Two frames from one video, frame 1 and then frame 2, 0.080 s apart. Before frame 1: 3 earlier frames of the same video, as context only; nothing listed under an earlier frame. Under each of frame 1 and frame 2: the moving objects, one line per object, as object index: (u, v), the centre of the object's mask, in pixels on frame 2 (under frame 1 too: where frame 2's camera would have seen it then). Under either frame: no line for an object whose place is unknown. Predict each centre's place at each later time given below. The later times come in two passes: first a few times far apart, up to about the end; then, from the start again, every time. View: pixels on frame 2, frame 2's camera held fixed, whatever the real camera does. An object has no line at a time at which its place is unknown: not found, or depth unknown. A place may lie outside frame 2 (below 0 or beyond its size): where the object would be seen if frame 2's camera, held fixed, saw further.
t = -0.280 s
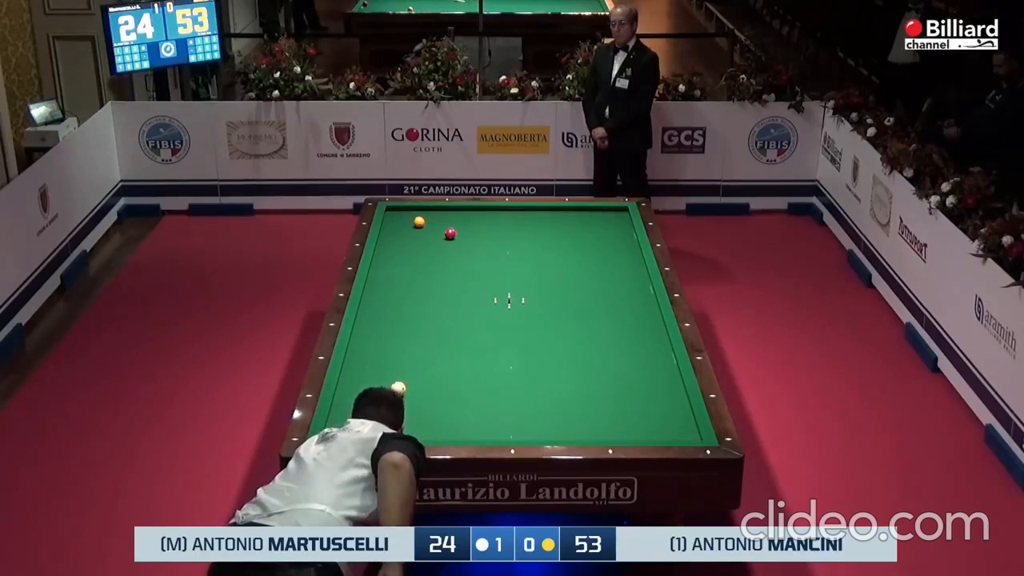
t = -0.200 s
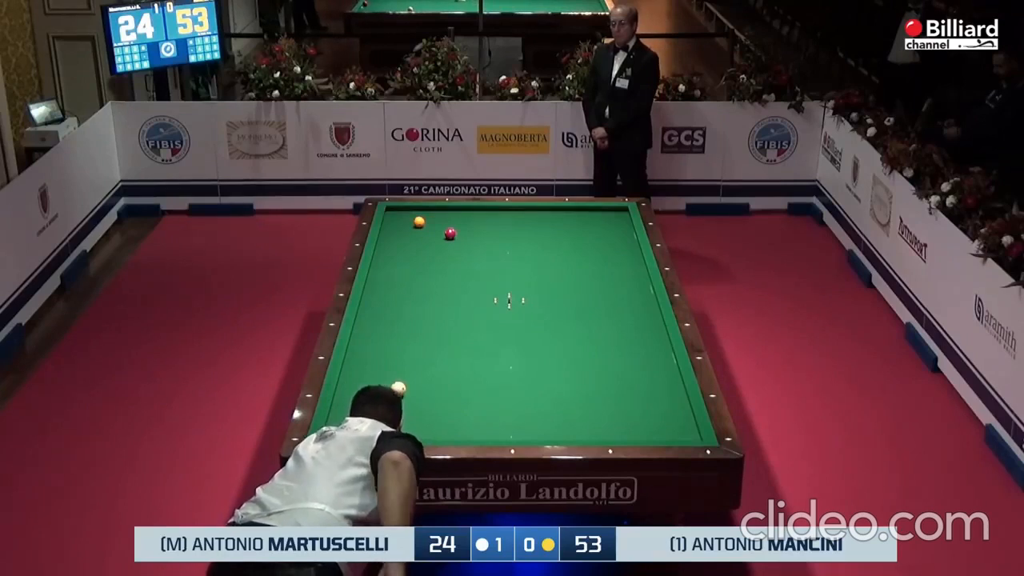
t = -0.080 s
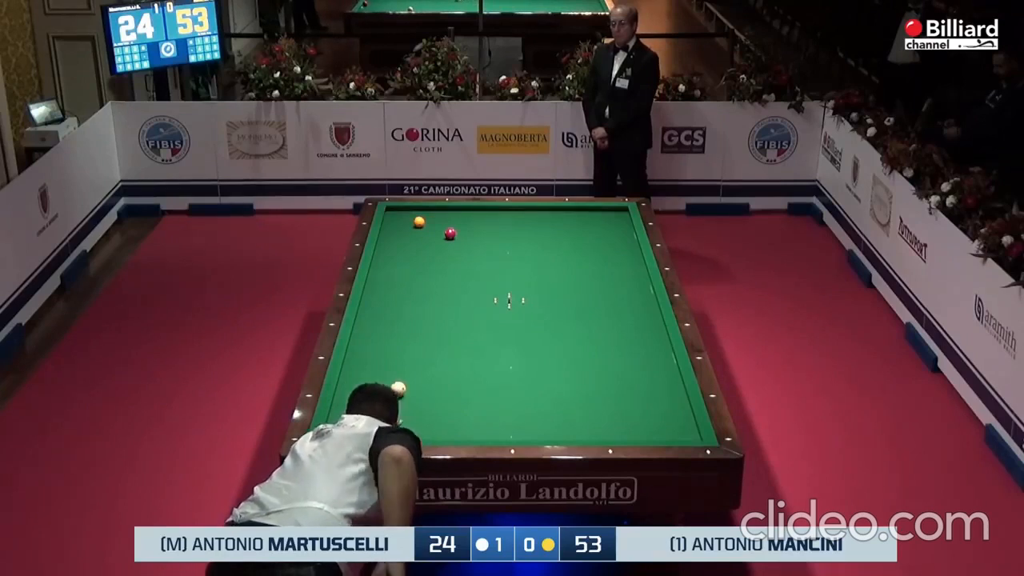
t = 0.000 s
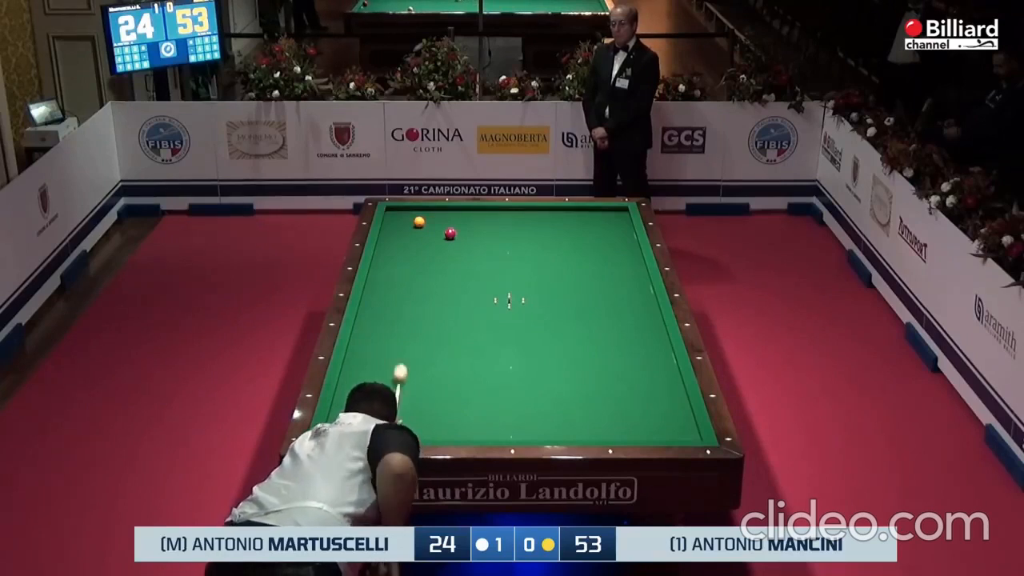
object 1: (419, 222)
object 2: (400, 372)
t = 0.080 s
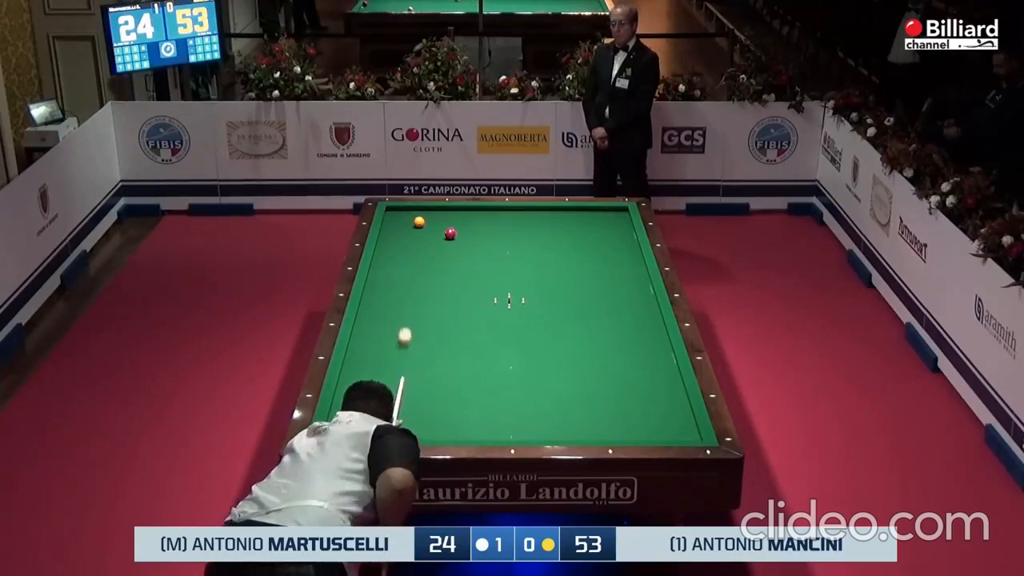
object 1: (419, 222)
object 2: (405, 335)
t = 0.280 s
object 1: (419, 222)
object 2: (413, 263)
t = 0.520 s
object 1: (425, 210)
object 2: (414, 224)
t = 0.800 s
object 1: (436, 259)
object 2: (402, 221)
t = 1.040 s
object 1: (447, 302)
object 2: (393, 218)
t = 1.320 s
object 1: (462, 357)
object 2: (392, 216)
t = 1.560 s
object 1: (477, 415)
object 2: (396, 214)
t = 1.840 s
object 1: (489, 401)
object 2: (401, 213)
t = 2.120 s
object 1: (496, 360)
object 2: (405, 211)
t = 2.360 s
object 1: (501, 332)
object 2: (408, 210)
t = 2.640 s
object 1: (506, 303)
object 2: (412, 209)
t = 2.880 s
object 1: (510, 281)
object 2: (414, 208)
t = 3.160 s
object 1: (514, 258)
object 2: (415, 208)
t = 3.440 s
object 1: (517, 238)
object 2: (416, 208)
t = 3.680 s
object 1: (519, 222)
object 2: (416, 209)
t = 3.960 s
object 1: (522, 211)
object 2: (416, 209)
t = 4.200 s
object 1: (523, 220)
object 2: (416, 209)
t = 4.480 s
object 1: (524, 230)
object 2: (416, 209)
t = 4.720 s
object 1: (525, 240)
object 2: (416, 208)
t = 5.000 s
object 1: (526, 250)
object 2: (416, 209)
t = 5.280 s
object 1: (527, 261)
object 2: (416, 209)
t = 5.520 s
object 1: (528, 271)
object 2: (416, 209)
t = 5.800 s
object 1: (529, 283)
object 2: (416, 208)
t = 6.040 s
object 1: (530, 293)
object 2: (416, 208)
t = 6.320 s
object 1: (531, 305)
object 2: (416, 208)
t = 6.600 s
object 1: (532, 318)
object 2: (416, 208)
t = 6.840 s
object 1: (532, 329)
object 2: (416, 208)
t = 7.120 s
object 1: (533, 342)
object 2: (416, 208)
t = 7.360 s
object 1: (533, 353)
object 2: (416, 208)
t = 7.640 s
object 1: (534, 367)
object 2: (416, 208)
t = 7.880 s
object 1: (534, 379)
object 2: (416, 208)
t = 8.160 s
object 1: (535, 393)
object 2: (416, 209)
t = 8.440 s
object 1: (536, 407)
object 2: (416, 209)
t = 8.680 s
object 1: (536, 420)
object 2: (416, 209)
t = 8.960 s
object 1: (537, 433)
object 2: (416, 209)
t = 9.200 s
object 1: (536, 433)
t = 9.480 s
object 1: (536, 427)
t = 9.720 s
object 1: (535, 420)
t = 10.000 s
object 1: (535, 413)
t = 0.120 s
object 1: (419, 222)
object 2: (407, 319)
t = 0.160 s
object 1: (419, 222)
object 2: (409, 303)
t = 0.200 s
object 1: (419, 222)
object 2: (410, 289)
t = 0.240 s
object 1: (419, 222)
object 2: (412, 276)
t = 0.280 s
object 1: (419, 222)
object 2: (413, 263)
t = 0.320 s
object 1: (419, 222)
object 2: (415, 252)
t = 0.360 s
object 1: (419, 222)
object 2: (416, 241)
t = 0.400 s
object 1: (419, 221)
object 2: (417, 231)
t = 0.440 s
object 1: (421, 217)
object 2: (418, 225)
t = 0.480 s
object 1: (423, 210)
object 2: (415, 225)
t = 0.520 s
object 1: (425, 210)
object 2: (414, 224)
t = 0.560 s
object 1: (427, 218)
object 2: (412, 224)
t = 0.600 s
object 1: (428, 224)
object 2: (410, 223)
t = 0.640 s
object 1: (429, 231)
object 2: (409, 223)
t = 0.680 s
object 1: (431, 238)
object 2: (407, 222)
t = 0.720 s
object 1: (433, 245)
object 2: (405, 222)
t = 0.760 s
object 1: (434, 252)
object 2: (404, 222)
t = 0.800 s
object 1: (436, 259)
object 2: (402, 221)
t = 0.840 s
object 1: (438, 266)
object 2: (401, 220)
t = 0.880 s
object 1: (440, 273)
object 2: (399, 220)
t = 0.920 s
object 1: (441, 280)
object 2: (397, 219)
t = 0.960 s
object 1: (443, 287)
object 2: (396, 219)
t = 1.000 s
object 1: (445, 295)
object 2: (394, 219)
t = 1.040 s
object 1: (447, 302)
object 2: (393, 218)
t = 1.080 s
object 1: (449, 309)
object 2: (391, 218)
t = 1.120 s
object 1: (451, 316)
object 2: (390, 217)
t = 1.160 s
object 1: (453, 324)
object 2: (388, 217)
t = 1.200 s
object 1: (455, 332)
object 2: (389, 217)
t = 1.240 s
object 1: (457, 340)
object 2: (390, 216)
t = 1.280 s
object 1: (459, 348)
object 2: (391, 216)
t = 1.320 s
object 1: (462, 357)
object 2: (392, 216)
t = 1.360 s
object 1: (464, 366)
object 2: (392, 216)
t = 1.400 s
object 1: (467, 375)
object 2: (393, 215)
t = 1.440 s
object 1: (469, 384)
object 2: (394, 215)
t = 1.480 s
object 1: (472, 394)
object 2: (395, 215)
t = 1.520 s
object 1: (475, 404)
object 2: (395, 215)
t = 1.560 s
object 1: (477, 415)
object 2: (396, 214)
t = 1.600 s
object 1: (480, 426)
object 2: (397, 214)
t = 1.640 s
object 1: (483, 434)
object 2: (397, 214)
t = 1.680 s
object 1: (485, 432)
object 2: (398, 214)
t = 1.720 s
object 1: (486, 425)
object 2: (399, 213)
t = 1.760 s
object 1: (487, 416)
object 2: (400, 213)
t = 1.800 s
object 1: (488, 408)
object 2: (400, 213)
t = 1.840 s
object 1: (489, 401)
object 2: (401, 213)
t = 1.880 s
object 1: (490, 394)
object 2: (401, 213)
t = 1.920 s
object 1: (491, 387)
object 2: (402, 212)
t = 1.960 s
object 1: (492, 381)
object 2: (403, 212)
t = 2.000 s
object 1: (493, 375)
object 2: (403, 212)
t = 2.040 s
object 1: (494, 370)
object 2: (404, 212)
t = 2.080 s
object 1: (495, 365)
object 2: (404, 211)
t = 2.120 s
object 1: (496, 360)
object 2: (405, 211)
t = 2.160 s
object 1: (497, 355)
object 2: (406, 211)
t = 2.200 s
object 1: (498, 350)
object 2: (406, 211)
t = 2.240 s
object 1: (498, 345)
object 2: (406, 211)
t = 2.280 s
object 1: (499, 341)
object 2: (407, 211)
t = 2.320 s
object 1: (500, 336)
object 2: (408, 210)
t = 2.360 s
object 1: (501, 332)
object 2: (408, 210)
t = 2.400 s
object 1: (502, 327)
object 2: (409, 210)
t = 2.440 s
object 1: (503, 323)
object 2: (409, 210)
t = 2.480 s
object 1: (503, 319)
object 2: (410, 210)
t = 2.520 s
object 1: (504, 315)
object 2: (410, 210)
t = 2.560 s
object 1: (505, 311)
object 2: (411, 210)
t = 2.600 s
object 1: (505, 307)
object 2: (411, 209)
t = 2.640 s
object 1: (506, 303)
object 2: (412, 209)
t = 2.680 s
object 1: (506, 299)
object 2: (412, 209)
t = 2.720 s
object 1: (507, 295)
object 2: (412, 209)
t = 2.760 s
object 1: (508, 292)
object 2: (413, 209)
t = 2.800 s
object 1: (509, 288)
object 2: (413, 208)
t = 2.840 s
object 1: (509, 285)
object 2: (414, 208)
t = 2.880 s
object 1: (510, 281)
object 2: (414, 208)
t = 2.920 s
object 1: (510, 278)
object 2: (414, 208)
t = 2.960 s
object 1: (511, 274)
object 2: (415, 208)
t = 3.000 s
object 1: (511, 271)
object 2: (415, 208)
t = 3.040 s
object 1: (512, 268)
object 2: (415, 208)
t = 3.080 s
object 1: (513, 264)
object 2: (415, 208)
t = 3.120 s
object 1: (513, 261)
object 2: (415, 208)
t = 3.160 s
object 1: (514, 258)
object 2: (415, 208)
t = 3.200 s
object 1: (514, 255)
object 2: (415, 208)
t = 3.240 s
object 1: (515, 252)
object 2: (415, 208)
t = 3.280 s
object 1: (515, 249)
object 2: (416, 208)
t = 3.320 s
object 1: (515, 246)
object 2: (416, 208)
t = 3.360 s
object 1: (516, 243)
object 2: (416, 208)
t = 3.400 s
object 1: (517, 240)
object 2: (416, 208)
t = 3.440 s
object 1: (517, 238)
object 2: (416, 208)
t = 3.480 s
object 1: (517, 235)
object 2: (416, 208)
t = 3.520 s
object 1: (518, 232)
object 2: (416, 209)
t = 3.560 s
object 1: (518, 230)
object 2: (416, 209)
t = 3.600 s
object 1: (519, 227)
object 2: (416, 209)
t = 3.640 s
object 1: (519, 224)
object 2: (416, 209)
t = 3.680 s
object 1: (519, 222)
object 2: (416, 209)
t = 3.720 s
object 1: (520, 219)
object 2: (416, 209)
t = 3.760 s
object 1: (520, 217)
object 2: (416, 208)
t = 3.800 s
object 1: (520, 214)
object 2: (416, 209)
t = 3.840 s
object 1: (521, 212)
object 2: (416, 208)
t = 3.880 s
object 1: (521, 209)
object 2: (416, 209)
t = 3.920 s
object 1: (522, 209)
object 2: (416, 209)
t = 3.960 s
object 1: (522, 211)
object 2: (416, 209)
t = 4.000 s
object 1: (522, 212)
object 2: (416, 209)
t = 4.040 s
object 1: (522, 214)
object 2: (416, 209)
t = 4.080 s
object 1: (522, 216)
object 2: (416, 208)
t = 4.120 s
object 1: (523, 217)
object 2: (416, 209)
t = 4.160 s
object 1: (523, 218)
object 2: (416, 208)
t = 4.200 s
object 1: (523, 220)
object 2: (416, 209)
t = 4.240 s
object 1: (523, 221)
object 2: (416, 208)
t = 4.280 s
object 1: (523, 223)
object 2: (416, 208)
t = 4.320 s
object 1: (523, 224)
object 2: (416, 209)
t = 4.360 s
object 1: (524, 226)
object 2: (416, 209)
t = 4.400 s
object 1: (524, 227)
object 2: (416, 209)
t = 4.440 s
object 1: (524, 229)
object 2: (416, 208)
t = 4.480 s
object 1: (524, 230)
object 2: (416, 209)
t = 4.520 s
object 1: (524, 232)
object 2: (416, 209)
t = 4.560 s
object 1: (524, 233)
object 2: (416, 209)
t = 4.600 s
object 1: (524, 235)
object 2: (416, 208)
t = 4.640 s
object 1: (525, 237)
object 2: (416, 209)
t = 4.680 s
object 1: (525, 238)
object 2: (416, 209)
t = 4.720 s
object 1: (525, 240)
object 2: (416, 208)
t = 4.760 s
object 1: (525, 241)
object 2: (416, 208)
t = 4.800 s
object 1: (525, 242)
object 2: (416, 209)
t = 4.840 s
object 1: (525, 244)
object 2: (416, 209)
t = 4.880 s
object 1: (526, 246)
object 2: (416, 209)
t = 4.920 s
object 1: (526, 247)
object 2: (416, 209)
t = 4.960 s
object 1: (526, 249)
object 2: (416, 209)
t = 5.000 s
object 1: (526, 250)
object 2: (416, 209)
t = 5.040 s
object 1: (526, 252)
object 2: (416, 208)
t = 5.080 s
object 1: (526, 253)
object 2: (416, 209)
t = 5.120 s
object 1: (526, 255)
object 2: (416, 209)
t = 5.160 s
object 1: (527, 257)
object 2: (416, 209)
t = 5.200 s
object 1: (527, 258)
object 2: (416, 209)
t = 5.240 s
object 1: (527, 260)
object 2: (416, 209)
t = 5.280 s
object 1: (527, 261)
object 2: (416, 209)
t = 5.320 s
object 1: (527, 263)
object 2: (416, 209)
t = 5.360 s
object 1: (527, 265)
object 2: (416, 209)
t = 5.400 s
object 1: (527, 266)
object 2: (416, 209)
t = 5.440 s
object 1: (528, 268)
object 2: (416, 209)
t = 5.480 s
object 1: (528, 269)
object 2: (416, 208)
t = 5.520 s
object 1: (528, 271)
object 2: (416, 209)
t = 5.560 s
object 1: (528, 273)
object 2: (416, 208)
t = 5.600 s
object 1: (528, 274)
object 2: (416, 208)
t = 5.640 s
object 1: (528, 276)
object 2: (416, 208)
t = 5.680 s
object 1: (529, 278)
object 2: (416, 208)
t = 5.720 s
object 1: (529, 279)
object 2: (416, 208)
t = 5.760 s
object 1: (529, 281)
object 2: (416, 208)
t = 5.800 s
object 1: (529, 283)
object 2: (416, 208)
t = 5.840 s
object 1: (530, 285)
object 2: (416, 208)
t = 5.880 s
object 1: (530, 286)
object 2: (416, 208)
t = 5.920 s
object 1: (530, 288)
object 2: (416, 208)
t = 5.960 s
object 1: (530, 290)
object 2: (416, 208)
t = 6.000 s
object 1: (530, 291)
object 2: (416, 208)
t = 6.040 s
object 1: (530, 293)
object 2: (416, 208)
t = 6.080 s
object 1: (530, 295)
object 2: (416, 208)
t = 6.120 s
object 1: (531, 296)
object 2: (416, 208)
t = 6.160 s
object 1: (531, 298)
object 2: (416, 208)
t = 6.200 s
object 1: (531, 300)
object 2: (416, 208)
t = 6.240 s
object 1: (531, 302)
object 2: (416, 208)
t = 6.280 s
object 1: (531, 304)
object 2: (416, 208)
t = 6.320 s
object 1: (531, 305)
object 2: (416, 208)
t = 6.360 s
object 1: (531, 307)
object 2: (416, 208)
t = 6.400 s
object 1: (531, 309)
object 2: (416, 208)
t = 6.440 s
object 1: (531, 311)
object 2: (416, 208)
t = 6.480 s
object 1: (531, 312)
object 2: (416, 208)
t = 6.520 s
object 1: (531, 314)
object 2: (416, 208)
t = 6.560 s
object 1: (532, 316)
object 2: (416, 208)
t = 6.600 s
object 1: (532, 318)
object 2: (416, 208)
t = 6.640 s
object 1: (532, 319)
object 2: (416, 208)
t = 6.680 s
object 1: (532, 321)
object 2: (416, 208)
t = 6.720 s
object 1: (532, 323)
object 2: (416, 208)
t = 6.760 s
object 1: (532, 325)
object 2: (416, 208)
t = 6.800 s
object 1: (532, 327)
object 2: (416, 208)
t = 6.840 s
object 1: (532, 329)
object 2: (416, 208)
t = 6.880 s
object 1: (532, 330)
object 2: (416, 208)
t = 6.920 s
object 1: (532, 332)
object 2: (416, 208)
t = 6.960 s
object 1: (532, 334)
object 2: (416, 208)
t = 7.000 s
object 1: (532, 336)
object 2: (416, 208)
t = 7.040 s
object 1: (532, 338)
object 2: (416, 208)
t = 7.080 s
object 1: (532, 340)
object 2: (416, 208)
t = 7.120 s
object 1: (533, 342)
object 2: (416, 208)
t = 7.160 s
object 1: (533, 344)
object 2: (416, 208)
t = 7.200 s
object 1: (533, 346)
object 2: (416, 208)
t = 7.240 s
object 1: (533, 347)
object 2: (416, 208)
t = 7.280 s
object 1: (533, 349)
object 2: (416, 208)
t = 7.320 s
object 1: (533, 351)
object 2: (416, 208)
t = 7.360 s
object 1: (533, 353)
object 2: (416, 208)
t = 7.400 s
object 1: (533, 355)
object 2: (416, 208)
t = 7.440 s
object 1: (533, 357)
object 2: (416, 208)
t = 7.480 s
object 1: (533, 359)
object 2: (416, 208)
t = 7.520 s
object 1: (533, 361)
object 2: (416, 208)
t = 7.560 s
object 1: (534, 363)
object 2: (416, 208)
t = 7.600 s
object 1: (534, 365)
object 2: (416, 208)
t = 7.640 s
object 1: (534, 367)
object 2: (416, 208)
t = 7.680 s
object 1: (534, 369)
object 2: (416, 208)
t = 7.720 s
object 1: (534, 371)
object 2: (416, 208)
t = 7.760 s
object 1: (534, 373)
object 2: (416, 208)
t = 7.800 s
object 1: (534, 375)
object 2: (416, 208)
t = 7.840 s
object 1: (534, 376)
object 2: (416, 208)
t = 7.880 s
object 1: (534, 379)
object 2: (416, 208)
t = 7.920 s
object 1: (535, 381)
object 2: (416, 208)
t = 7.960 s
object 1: (535, 383)
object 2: (416, 208)
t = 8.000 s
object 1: (535, 385)
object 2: (416, 208)
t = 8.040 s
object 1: (535, 387)
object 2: (416, 208)
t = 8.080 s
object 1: (535, 389)
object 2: (416, 209)
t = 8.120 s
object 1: (535, 391)
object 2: (416, 209)
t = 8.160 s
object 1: (535, 393)
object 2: (416, 209)
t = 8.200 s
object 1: (536, 395)
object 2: (416, 209)
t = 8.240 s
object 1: (536, 397)
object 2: (416, 209)
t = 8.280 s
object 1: (535, 399)
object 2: (416, 209)
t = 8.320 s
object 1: (536, 401)
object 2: (416, 209)
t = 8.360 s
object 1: (536, 403)
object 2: (416, 209)
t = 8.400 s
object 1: (536, 405)
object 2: (416, 209)
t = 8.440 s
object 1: (536, 407)
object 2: (416, 209)
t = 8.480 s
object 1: (536, 409)
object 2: (416, 209)
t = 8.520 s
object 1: (536, 411)
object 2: (416, 209)
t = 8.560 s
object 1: (536, 413)
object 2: (416, 209)
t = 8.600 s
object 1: (536, 416)
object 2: (416, 209)
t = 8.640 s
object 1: (536, 418)
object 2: (416, 209)
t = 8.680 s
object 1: (536, 420)
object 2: (416, 209)
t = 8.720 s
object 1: (536, 422)
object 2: (416, 209)
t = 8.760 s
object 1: (536, 424)
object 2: (416, 209)
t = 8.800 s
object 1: (536, 426)
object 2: (416, 209)
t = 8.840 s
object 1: (536, 428)
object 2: (416, 209)
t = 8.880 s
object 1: (537, 430)
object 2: (416, 209)
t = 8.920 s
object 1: (537, 431)
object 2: (416, 209)
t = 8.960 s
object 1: (537, 433)
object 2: (416, 209)
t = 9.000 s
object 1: (537, 434)
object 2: (416, 209)
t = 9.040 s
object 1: (537, 436)
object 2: (416, 209)
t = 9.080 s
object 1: (537, 436)
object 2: (416, 209)
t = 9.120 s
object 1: (536, 435)
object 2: (416, 209)
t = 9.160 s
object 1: (536, 434)
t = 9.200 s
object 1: (536, 433)
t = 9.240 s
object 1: (536, 432)
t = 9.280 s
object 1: (536, 432)
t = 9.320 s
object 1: (536, 431)
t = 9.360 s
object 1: (536, 430)
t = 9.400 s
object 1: (536, 429)
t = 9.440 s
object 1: (536, 428)
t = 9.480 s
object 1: (536, 427)
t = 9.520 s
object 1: (535, 426)
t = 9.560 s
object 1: (535, 425)
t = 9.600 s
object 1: (535, 424)
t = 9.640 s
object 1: (535, 423)
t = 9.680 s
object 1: (535, 421)
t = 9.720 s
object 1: (535, 420)
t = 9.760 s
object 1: (535, 419)
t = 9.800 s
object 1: (535, 418)
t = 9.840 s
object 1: (535, 417)
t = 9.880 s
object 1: (535, 416)
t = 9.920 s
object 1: (535, 415)
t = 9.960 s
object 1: (535, 414)
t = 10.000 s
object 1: (535, 413)
